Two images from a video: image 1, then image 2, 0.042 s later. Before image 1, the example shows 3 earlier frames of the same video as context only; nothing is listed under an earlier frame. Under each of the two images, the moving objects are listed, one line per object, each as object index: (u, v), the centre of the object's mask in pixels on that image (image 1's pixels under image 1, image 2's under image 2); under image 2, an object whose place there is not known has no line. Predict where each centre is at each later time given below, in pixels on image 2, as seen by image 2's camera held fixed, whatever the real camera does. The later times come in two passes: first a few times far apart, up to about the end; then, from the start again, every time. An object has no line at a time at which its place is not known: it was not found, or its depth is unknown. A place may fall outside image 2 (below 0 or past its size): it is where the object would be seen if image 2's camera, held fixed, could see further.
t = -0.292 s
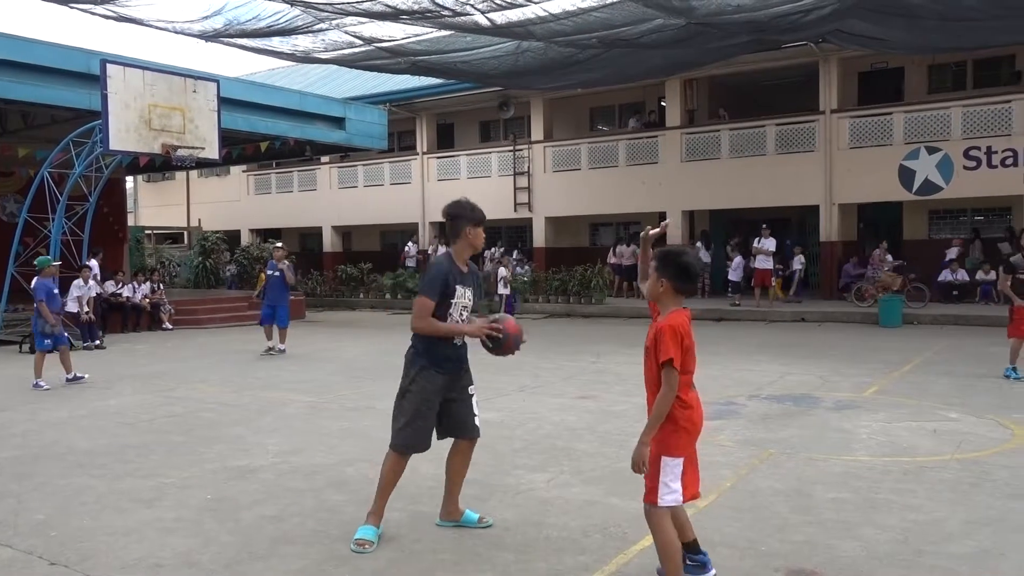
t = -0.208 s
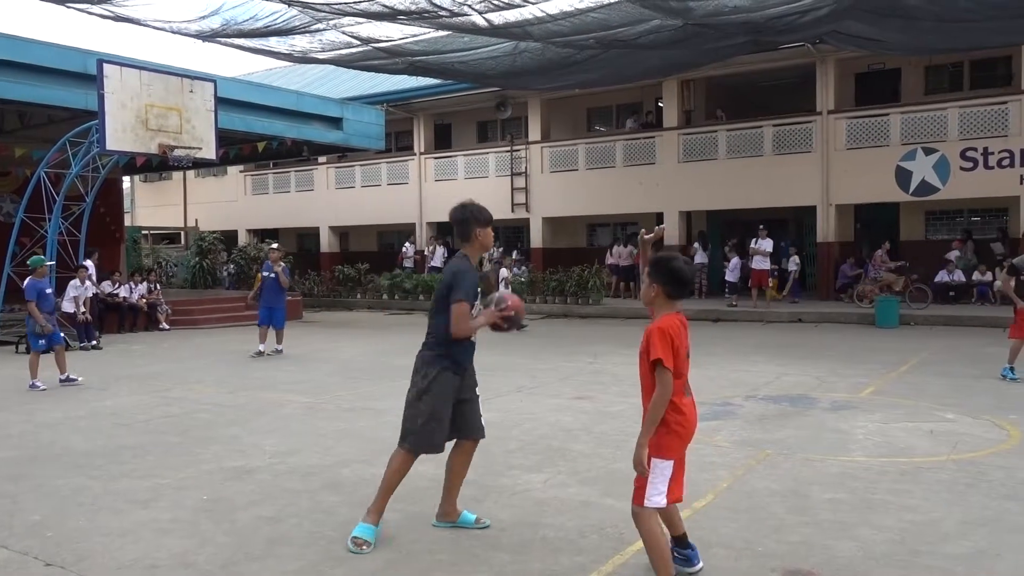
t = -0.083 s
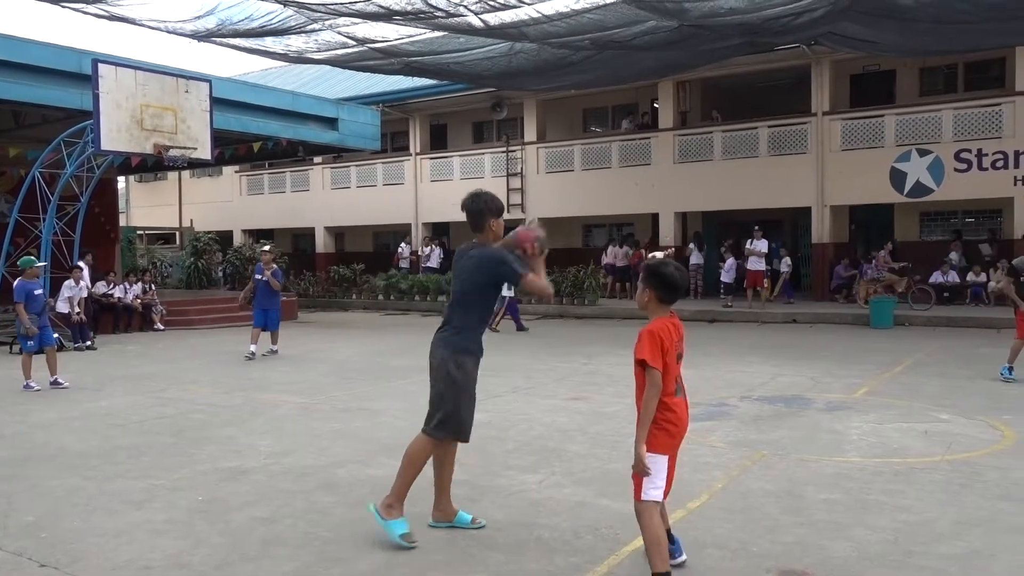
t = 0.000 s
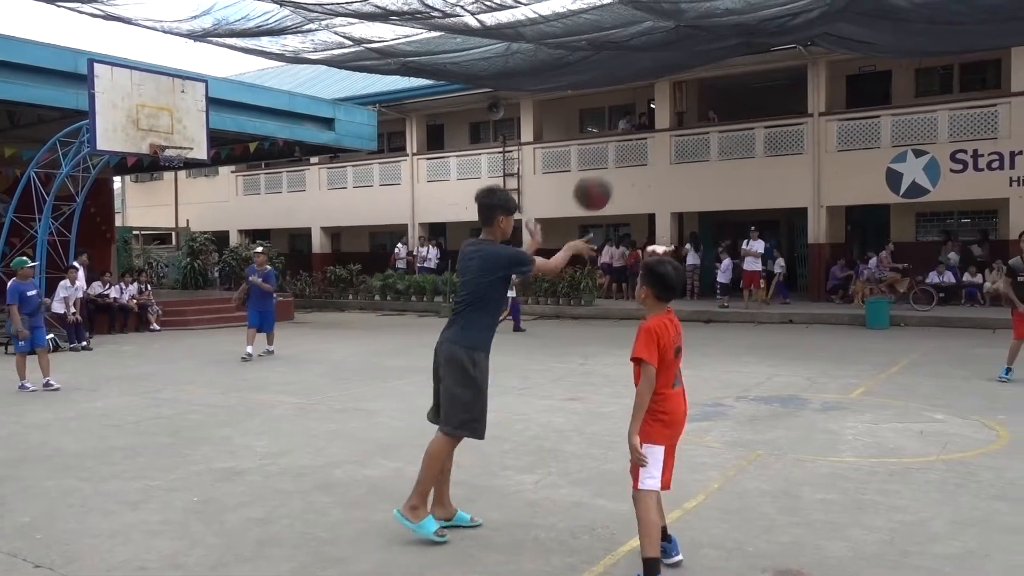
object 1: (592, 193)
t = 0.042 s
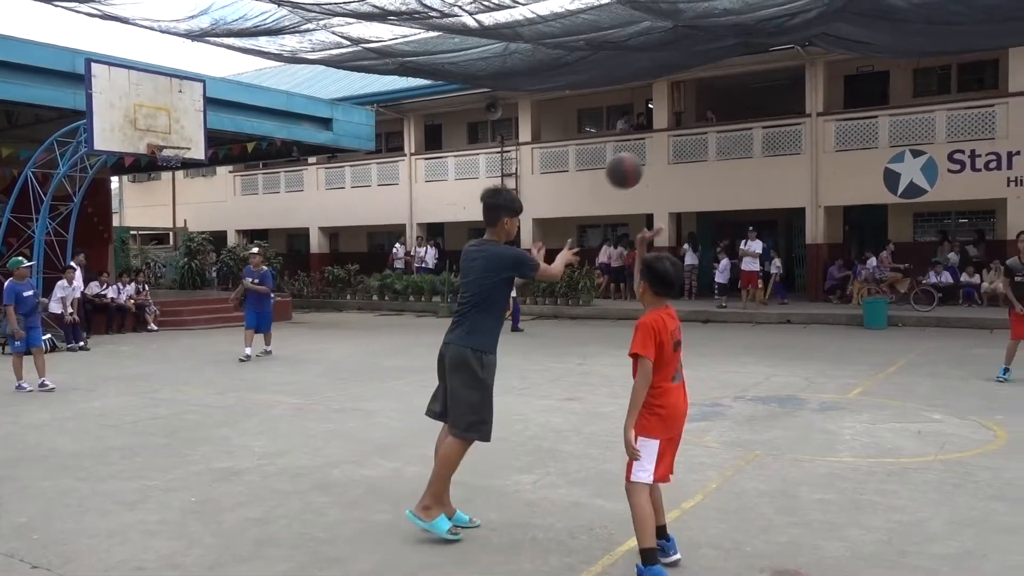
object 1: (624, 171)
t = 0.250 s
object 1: (758, 118)
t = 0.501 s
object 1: (870, 138)
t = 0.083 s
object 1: (656, 154)
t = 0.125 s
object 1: (684, 140)
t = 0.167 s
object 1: (711, 130)
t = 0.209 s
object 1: (735, 123)
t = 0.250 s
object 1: (758, 118)
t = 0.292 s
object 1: (780, 116)
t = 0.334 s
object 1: (801, 117)
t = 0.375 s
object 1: (820, 120)
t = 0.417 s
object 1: (838, 124)
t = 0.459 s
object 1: (855, 130)
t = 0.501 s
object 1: (870, 138)
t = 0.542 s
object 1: (886, 148)
